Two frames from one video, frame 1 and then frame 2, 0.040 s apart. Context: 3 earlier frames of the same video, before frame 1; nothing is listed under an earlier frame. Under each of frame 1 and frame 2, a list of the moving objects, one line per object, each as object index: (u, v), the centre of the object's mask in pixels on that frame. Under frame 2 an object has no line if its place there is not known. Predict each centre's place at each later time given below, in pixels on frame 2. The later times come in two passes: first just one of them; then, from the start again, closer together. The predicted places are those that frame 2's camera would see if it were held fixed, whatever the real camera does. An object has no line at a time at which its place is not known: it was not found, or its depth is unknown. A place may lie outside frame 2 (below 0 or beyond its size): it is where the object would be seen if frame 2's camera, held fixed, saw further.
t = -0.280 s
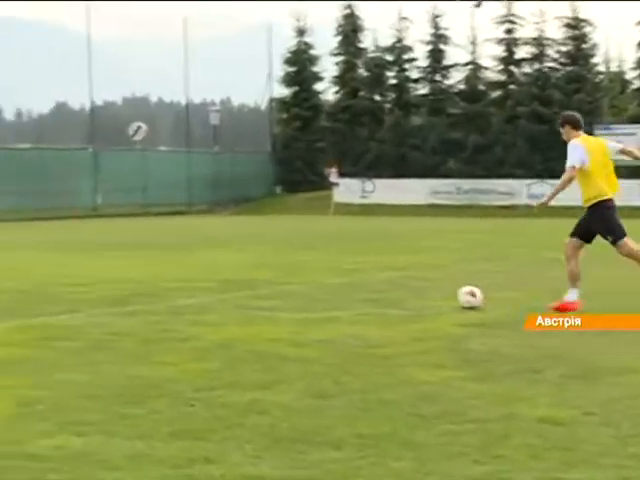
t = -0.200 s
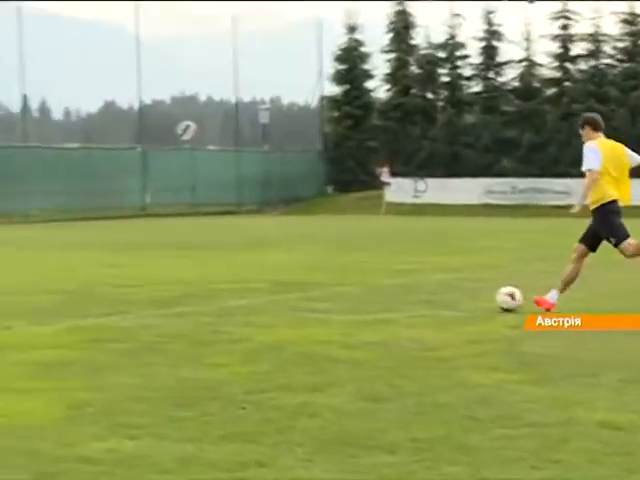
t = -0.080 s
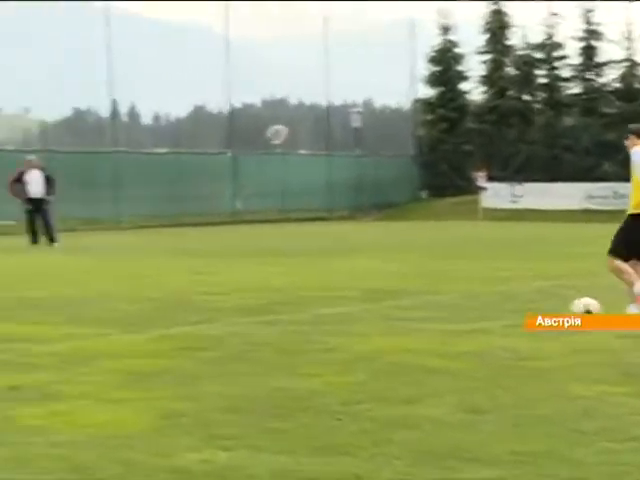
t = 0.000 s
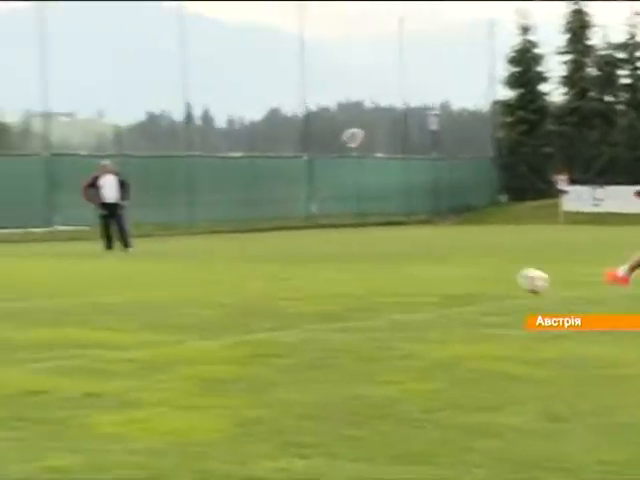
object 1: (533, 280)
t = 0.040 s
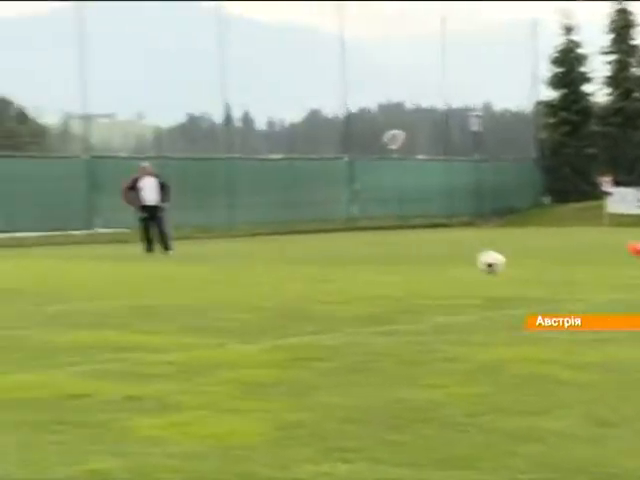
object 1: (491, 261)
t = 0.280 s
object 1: (113, 180)
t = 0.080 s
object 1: (419, 244)
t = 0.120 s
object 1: (351, 227)
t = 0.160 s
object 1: (287, 212)
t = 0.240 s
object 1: (169, 189)
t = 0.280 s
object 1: (113, 180)
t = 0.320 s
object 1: (61, 171)
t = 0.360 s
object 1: (10, 164)
